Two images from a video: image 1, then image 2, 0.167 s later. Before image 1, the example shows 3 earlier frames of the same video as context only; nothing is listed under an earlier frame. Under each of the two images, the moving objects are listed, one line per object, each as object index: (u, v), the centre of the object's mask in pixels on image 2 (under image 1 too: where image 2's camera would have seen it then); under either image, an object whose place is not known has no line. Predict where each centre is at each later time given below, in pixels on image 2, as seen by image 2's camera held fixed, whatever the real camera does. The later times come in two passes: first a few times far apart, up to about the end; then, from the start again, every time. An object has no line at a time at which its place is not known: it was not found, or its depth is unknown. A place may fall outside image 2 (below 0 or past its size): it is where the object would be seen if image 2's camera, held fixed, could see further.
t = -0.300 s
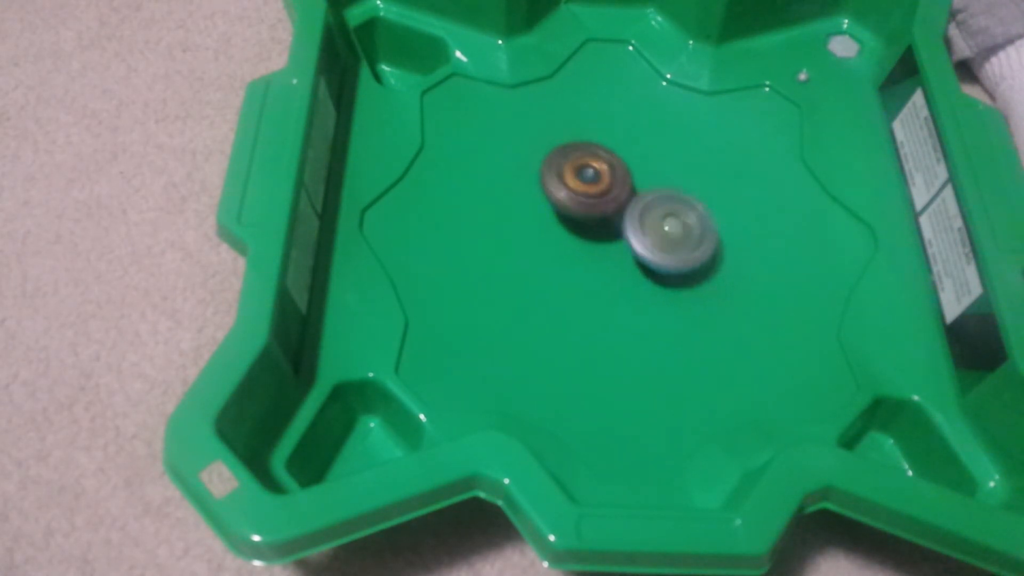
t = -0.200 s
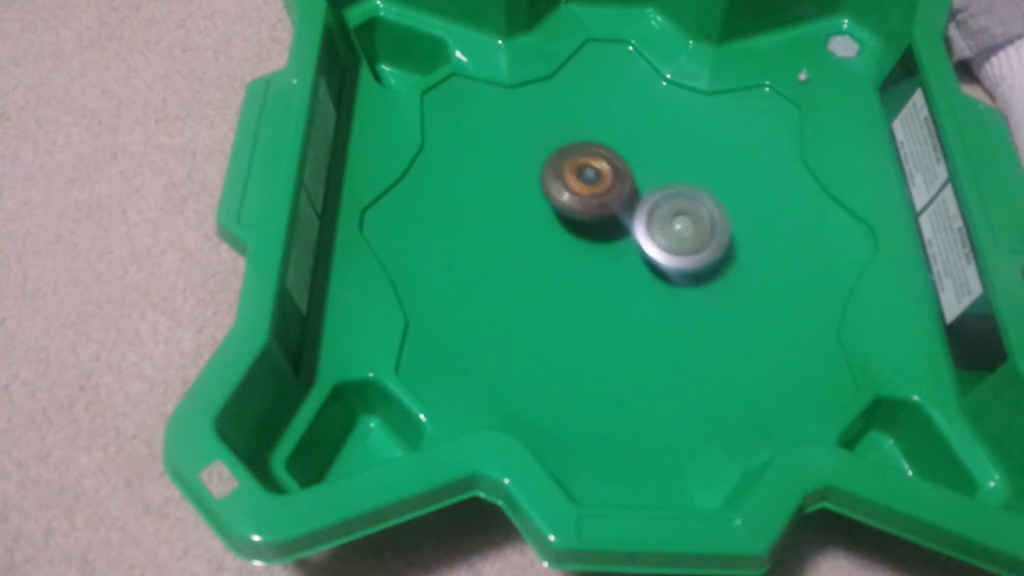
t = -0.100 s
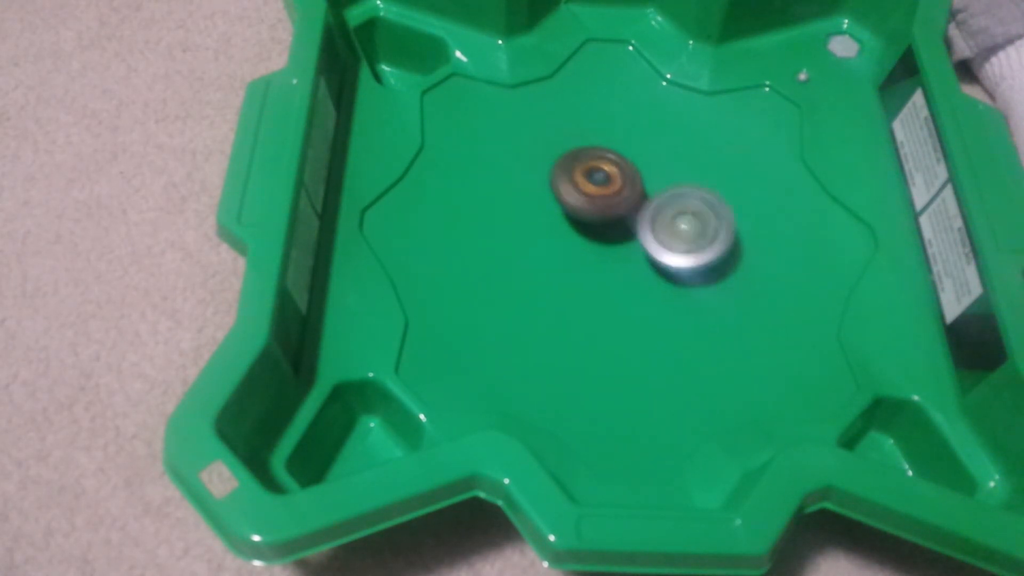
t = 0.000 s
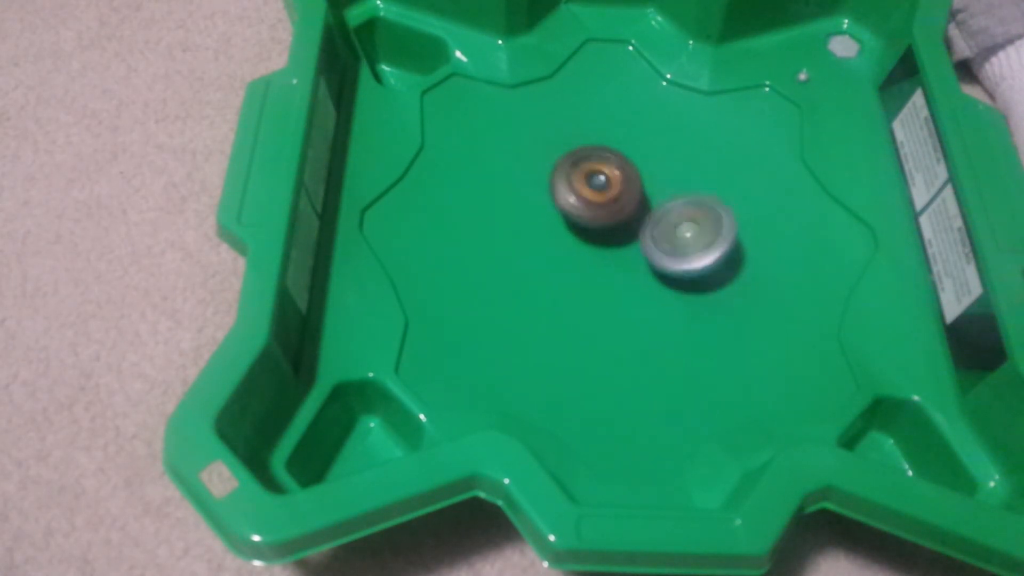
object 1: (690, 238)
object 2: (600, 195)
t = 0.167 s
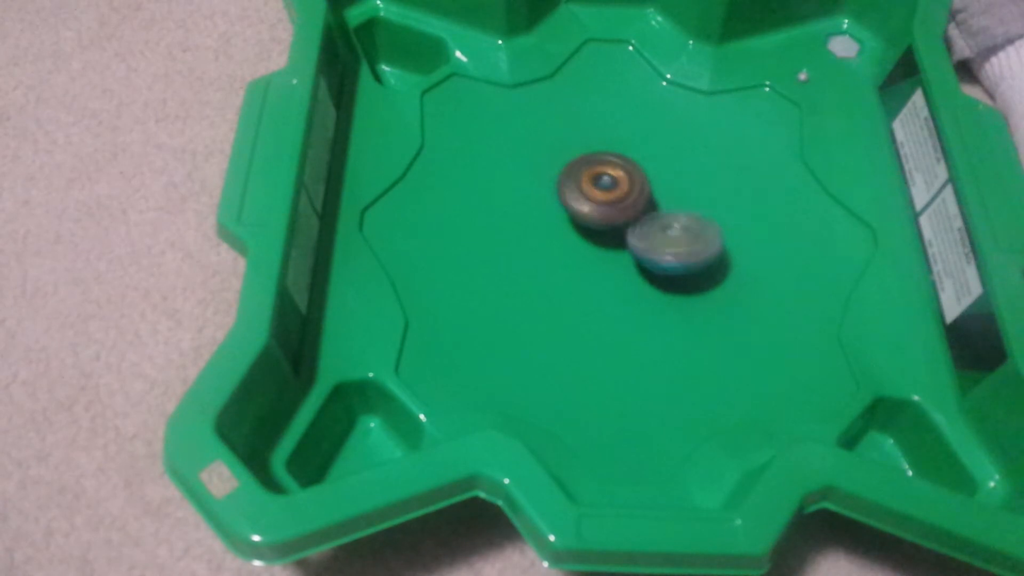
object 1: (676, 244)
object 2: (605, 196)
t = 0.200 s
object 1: (673, 248)
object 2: (601, 196)
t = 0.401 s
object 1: (660, 257)
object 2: (590, 194)
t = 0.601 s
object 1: (667, 260)
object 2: (590, 201)
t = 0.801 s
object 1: (669, 260)
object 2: (602, 197)
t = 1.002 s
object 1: (667, 259)
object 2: (602, 191)
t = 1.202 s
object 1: (670, 264)
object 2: (599, 194)
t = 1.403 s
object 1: (671, 273)
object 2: (602, 193)
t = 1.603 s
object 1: (651, 264)
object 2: (607, 191)
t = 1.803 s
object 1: (653, 254)
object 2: (606, 180)
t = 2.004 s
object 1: (669, 264)
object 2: (608, 190)
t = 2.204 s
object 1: (660, 272)
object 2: (623, 198)
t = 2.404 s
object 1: (633, 266)
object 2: (628, 183)
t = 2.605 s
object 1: (645, 258)
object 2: (623, 175)
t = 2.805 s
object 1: (647, 265)
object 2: (623, 191)
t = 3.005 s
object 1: (634, 266)
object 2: (620, 185)
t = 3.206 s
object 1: (641, 269)
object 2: (610, 187)
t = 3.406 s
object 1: (639, 264)
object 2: (626, 200)
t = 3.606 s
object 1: (617, 282)
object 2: (623, 178)
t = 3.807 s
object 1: (598, 260)
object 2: (626, 195)
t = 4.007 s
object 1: (600, 258)
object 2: (658, 199)
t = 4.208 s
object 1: (600, 258)
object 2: (660, 202)
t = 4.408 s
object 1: (600, 265)
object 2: (653, 217)
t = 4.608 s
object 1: (600, 262)
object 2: (659, 220)
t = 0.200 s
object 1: (673, 248)
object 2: (601, 196)
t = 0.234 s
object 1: (672, 252)
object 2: (598, 196)
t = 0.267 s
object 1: (668, 254)
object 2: (596, 195)
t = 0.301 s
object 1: (666, 256)
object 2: (595, 194)
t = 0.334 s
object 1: (663, 256)
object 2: (595, 193)
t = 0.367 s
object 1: (662, 257)
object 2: (592, 192)
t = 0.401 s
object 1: (660, 257)
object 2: (590, 194)
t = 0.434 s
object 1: (657, 254)
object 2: (589, 195)
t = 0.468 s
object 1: (662, 258)
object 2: (588, 196)
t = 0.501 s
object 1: (666, 261)
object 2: (587, 197)
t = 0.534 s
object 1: (666, 262)
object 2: (586, 197)
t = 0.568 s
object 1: (666, 262)
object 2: (587, 199)
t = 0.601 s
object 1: (667, 260)
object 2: (590, 201)
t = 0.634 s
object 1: (669, 259)
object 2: (594, 201)
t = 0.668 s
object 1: (669, 260)
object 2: (596, 202)
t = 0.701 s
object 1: (671, 262)
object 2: (597, 201)
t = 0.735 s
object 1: (669, 264)
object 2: (597, 200)
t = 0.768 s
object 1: (666, 258)
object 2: (599, 199)
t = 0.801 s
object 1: (669, 260)
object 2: (602, 197)
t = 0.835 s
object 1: (669, 263)
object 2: (601, 195)
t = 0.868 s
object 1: (668, 263)
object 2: (600, 194)
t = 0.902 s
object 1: (667, 261)
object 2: (600, 193)
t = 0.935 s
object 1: (668, 260)
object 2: (601, 192)
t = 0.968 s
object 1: (668, 260)
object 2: (602, 192)
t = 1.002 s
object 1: (667, 259)
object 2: (602, 191)
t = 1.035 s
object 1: (666, 258)
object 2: (600, 191)
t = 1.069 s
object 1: (665, 255)
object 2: (600, 192)
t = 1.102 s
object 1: (668, 257)
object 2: (600, 192)
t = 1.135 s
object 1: (669, 259)
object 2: (600, 193)
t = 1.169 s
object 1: (666, 258)
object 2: (600, 194)
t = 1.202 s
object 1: (670, 264)
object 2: (599, 194)
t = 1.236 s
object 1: (672, 268)
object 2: (598, 193)
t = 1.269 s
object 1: (674, 272)
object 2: (597, 192)
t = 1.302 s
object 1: (675, 273)
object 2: (597, 192)
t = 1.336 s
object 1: (672, 273)
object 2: (599, 193)
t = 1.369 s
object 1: (672, 273)
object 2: (601, 193)
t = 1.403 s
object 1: (671, 273)
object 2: (602, 193)
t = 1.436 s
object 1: (667, 272)
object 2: (602, 194)
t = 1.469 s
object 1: (665, 271)
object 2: (604, 195)
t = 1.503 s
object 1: (660, 268)
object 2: (605, 194)
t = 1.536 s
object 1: (653, 264)
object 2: (607, 194)
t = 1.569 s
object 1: (651, 263)
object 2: (609, 193)
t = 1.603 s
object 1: (651, 264)
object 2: (607, 191)
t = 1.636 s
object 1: (648, 261)
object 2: (604, 187)
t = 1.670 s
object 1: (648, 260)
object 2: (605, 185)
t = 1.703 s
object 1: (649, 258)
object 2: (606, 183)
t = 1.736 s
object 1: (650, 257)
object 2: (606, 181)
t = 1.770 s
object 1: (653, 256)
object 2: (606, 181)
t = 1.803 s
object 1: (653, 254)
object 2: (606, 180)
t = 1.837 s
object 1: (654, 252)
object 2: (605, 180)
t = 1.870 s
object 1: (657, 251)
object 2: (606, 182)
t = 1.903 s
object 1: (660, 256)
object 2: (608, 183)
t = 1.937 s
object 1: (662, 259)
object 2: (608, 185)
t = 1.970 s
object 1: (668, 264)
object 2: (608, 188)
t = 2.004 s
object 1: (669, 264)
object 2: (608, 190)
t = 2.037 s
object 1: (671, 266)
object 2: (608, 193)
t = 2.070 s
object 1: (671, 269)
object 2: (610, 196)
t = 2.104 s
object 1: (668, 269)
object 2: (615, 197)
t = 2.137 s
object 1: (667, 271)
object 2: (619, 197)
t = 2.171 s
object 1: (664, 272)
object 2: (621, 197)
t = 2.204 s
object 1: (660, 272)
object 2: (623, 198)
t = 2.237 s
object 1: (653, 269)
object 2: (625, 197)
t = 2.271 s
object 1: (650, 267)
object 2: (625, 196)
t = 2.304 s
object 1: (645, 265)
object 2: (627, 195)
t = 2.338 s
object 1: (639, 267)
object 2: (627, 192)
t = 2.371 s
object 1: (636, 268)
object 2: (627, 186)
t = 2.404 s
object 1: (633, 266)
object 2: (628, 183)
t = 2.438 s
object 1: (632, 262)
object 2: (628, 181)
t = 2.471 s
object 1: (633, 259)
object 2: (627, 178)
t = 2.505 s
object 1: (636, 257)
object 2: (626, 177)
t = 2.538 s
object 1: (638, 256)
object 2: (626, 177)
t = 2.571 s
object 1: (640, 254)
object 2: (626, 176)
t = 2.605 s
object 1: (645, 258)
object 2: (623, 175)
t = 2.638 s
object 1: (647, 263)
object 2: (620, 178)
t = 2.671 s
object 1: (648, 264)
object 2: (619, 180)
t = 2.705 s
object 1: (646, 258)
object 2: (619, 183)
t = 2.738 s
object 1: (648, 261)
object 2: (620, 187)
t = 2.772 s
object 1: (649, 265)
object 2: (622, 189)
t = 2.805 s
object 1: (647, 265)
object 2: (623, 191)
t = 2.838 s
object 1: (646, 266)
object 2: (625, 191)
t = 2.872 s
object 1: (645, 266)
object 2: (625, 190)
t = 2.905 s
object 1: (640, 264)
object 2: (625, 189)
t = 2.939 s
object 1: (637, 263)
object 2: (625, 188)
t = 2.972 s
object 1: (634, 266)
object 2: (624, 186)
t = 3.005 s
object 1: (634, 266)
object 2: (620, 185)
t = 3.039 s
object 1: (631, 265)
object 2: (617, 184)
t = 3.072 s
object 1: (630, 261)
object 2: (617, 184)
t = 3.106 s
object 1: (632, 260)
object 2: (617, 183)
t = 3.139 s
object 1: (635, 259)
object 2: (615, 184)
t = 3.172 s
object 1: (638, 265)
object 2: (612, 185)
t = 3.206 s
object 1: (641, 269)
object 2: (610, 187)
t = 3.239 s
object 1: (641, 270)
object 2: (610, 190)
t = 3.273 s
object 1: (640, 271)
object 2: (611, 192)
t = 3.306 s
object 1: (639, 270)
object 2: (615, 195)
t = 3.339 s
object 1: (638, 269)
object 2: (618, 198)
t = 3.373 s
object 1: (638, 267)
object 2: (622, 200)
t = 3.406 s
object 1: (639, 264)
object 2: (626, 200)
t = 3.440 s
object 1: (637, 262)
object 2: (626, 199)
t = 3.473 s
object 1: (633, 265)
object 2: (626, 196)
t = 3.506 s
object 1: (628, 275)
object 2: (625, 190)
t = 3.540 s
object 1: (624, 278)
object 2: (623, 185)
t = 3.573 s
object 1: (620, 284)
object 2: (623, 182)
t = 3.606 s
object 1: (617, 282)
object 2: (623, 178)
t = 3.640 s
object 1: (609, 283)
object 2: (623, 176)
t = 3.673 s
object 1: (605, 281)
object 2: (622, 177)
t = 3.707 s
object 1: (600, 277)
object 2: (623, 179)
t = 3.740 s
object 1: (596, 269)
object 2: (624, 184)
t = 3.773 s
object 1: (595, 263)
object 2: (624, 190)
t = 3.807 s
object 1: (598, 260)
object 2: (626, 195)
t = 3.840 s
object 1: (599, 256)
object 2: (630, 200)
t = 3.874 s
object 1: (600, 254)
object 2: (635, 202)
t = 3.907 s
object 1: (599, 256)
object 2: (643, 203)
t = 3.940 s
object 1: (598, 257)
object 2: (649, 202)
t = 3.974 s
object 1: (599, 257)
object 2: (656, 200)
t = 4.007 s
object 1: (600, 258)
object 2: (658, 199)
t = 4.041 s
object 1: (600, 258)
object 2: (660, 199)
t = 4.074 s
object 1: (601, 258)
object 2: (660, 200)
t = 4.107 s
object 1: (601, 258)
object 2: (661, 200)
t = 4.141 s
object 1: (600, 257)
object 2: (662, 200)
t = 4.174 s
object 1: (600, 257)
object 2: (661, 201)
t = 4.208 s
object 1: (600, 258)
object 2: (660, 202)
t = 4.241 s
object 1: (599, 262)
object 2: (657, 203)
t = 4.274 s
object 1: (599, 266)
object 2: (655, 205)
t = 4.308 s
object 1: (600, 267)
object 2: (653, 208)
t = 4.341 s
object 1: (600, 267)
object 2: (653, 211)
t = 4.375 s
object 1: (600, 266)
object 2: (652, 214)
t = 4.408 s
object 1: (600, 265)
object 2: (653, 217)
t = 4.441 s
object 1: (600, 264)
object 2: (655, 220)
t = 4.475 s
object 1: (601, 262)
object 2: (658, 222)
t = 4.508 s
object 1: (600, 262)
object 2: (654, 218)
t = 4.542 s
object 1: (600, 262)
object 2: (657, 219)
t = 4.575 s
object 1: (600, 262)
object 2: (658, 219)
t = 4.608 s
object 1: (600, 262)
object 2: (659, 220)
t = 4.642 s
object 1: (600, 262)
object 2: (660, 220)
